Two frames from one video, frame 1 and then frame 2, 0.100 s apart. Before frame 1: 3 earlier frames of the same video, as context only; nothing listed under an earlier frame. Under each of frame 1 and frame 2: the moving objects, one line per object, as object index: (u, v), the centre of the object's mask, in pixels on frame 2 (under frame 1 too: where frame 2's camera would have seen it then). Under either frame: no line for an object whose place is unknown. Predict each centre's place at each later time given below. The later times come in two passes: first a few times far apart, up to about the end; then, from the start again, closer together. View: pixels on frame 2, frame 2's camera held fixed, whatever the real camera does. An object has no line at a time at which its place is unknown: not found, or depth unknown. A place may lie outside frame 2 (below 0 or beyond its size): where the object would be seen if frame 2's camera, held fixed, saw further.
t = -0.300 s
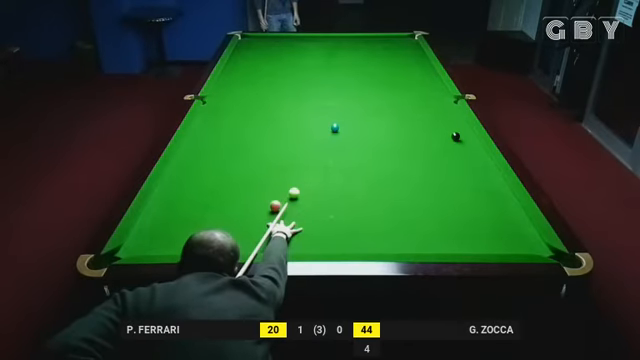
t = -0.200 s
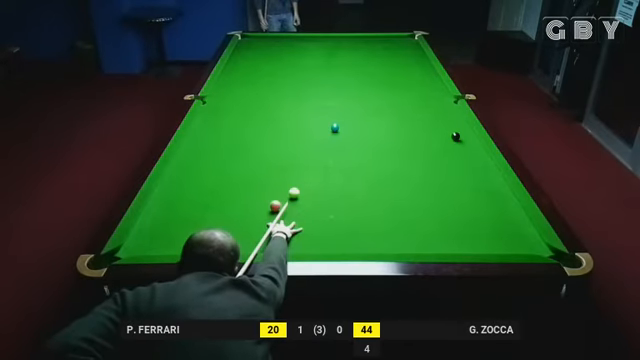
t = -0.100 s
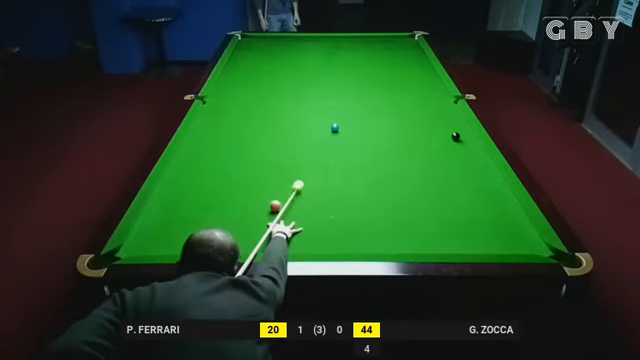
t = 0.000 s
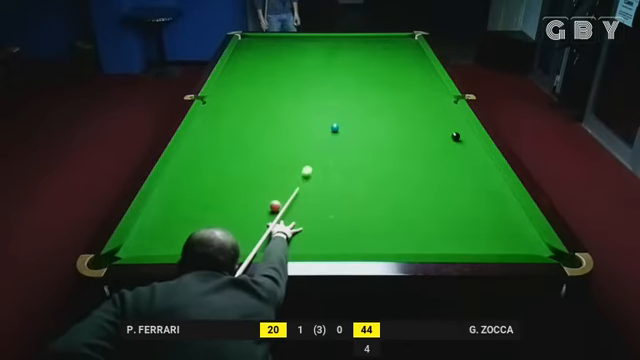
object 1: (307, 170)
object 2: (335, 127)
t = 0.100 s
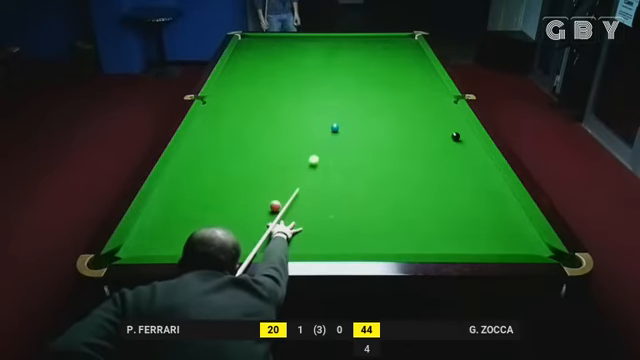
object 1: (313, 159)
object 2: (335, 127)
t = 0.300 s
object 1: (325, 140)
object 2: (335, 127)
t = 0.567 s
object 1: (330, 128)
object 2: (342, 118)
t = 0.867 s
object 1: (329, 122)
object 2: (353, 107)
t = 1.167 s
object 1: (328, 117)
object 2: (362, 96)
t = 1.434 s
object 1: (328, 113)
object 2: (369, 88)
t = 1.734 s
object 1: (327, 110)
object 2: (377, 80)
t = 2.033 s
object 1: (327, 107)
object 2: (384, 72)
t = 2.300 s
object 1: (328, 105)
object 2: (389, 67)
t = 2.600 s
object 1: (328, 102)
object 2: (394, 61)
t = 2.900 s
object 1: (329, 100)
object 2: (398, 57)
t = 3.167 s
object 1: (329, 99)
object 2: (403, 52)
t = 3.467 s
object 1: (330, 99)
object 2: (406, 48)
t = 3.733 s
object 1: (330, 98)
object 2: (409, 45)
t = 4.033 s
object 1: (330, 98)
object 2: (411, 43)
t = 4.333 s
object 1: (330, 98)
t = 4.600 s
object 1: (330, 98)
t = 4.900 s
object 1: (330, 98)
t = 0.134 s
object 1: (316, 155)
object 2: (335, 127)
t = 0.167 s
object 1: (318, 152)
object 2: (335, 127)
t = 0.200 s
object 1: (319, 149)
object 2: (334, 127)
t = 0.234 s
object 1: (322, 146)
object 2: (334, 127)
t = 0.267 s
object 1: (323, 143)
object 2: (335, 127)
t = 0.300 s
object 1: (325, 140)
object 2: (335, 127)
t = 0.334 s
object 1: (327, 137)
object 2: (334, 127)
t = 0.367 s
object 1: (328, 134)
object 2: (335, 127)
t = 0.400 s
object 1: (330, 132)
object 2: (335, 127)
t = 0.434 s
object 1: (331, 130)
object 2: (336, 126)
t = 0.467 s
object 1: (331, 130)
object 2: (338, 124)
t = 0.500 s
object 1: (330, 129)
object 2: (339, 122)
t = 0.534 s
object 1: (330, 129)
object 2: (341, 120)
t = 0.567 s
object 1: (330, 128)
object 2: (342, 118)
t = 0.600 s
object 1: (330, 127)
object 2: (344, 117)
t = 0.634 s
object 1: (330, 127)
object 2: (345, 116)
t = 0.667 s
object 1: (330, 126)
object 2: (346, 115)
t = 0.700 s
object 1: (330, 125)
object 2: (347, 113)
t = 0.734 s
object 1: (330, 125)
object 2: (348, 112)
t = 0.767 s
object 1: (329, 124)
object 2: (349, 111)
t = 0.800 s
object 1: (329, 123)
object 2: (350, 109)
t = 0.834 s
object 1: (329, 123)
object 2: (352, 108)
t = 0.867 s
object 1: (329, 122)
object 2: (353, 107)
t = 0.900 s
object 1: (329, 122)
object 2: (354, 106)
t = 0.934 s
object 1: (329, 121)
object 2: (355, 105)
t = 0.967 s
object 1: (329, 120)
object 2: (356, 103)
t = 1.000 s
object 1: (329, 120)
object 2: (357, 102)
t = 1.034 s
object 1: (329, 119)
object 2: (358, 101)
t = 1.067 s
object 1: (328, 119)
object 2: (359, 100)
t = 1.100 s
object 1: (328, 118)
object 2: (360, 99)
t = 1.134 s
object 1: (328, 118)
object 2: (361, 97)
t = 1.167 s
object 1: (328, 117)
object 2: (362, 96)
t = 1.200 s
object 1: (328, 117)
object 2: (363, 95)
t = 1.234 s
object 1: (328, 117)
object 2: (364, 94)
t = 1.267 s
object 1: (328, 116)
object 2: (365, 93)
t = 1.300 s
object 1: (328, 115)
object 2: (366, 92)
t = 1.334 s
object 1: (328, 115)
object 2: (367, 91)
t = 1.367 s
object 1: (328, 114)
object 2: (368, 90)
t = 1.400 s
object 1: (328, 114)
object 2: (368, 89)
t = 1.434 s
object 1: (328, 113)
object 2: (369, 88)
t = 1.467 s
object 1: (328, 113)
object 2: (370, 87)
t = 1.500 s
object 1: (328, 113)
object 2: (371, 86)
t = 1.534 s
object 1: (328, 112)
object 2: (372, 85)
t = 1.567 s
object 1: (328, 112)
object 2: (373, 84)
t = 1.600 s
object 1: (328, 112)
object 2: (374, 83)
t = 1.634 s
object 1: (328, 111)
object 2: (375, 82)
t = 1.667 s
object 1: (327, 111)
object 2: (375, 81)
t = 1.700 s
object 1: (327, 110)
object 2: (376, 81)
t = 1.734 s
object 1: (327, 110)
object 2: (377, 80)
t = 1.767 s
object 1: (327, 110)
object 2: (378, 79)
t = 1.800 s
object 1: (327, 109)
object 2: (379, 78)
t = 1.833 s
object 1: (327, 109)
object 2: (379, 77)
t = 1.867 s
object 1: (327, 109)
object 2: (380, 76)
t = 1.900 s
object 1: (327, 108)
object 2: (381, 75)
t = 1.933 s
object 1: (327, 108)
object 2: (382, 75)
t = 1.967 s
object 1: (327, 108)
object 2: (382, 74)
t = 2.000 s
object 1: (327, 108)
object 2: (383, 73)
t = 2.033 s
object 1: (327, 107)
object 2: (384, 72)
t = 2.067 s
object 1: (327, 106)
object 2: (384, 72)
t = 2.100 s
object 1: (327, 106)
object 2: (385, 71)
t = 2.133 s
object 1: (327, 106)
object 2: (386, 70)
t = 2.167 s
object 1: (328, 106)
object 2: (386, 69)
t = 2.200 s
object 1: (327, 105)
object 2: (387, 69)
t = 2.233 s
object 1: (327, 105)
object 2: (388, 68)
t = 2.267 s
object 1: (328, 105)
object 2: (388, 67)
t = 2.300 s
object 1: (328, 105)
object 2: (389, 67)
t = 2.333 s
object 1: (328, 104)
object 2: (390, 66)
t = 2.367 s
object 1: (328, 104)
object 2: (390, 65)
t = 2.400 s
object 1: (328, 104)
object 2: (391, 65)
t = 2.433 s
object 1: (328, 103)
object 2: (391, 65)
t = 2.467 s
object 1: (328, 103)
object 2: (392, 64)
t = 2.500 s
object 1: (328, 103)
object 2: (393, 63)
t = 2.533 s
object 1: (328, 103)
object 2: (393, 63)
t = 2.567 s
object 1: (328, 102)
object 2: (394, 62)
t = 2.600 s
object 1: (328, 102)
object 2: (394, 61)
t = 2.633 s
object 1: (328, 102)
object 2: (395, 61)
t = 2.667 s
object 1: (328, 102)
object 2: (395, 60)
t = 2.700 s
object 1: (328, 102)
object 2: (396, 59)
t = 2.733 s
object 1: (328, 101)
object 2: (396, 60)
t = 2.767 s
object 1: (329, 101)
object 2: (397, 58)
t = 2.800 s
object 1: (329, 101)
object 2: (397, 58)
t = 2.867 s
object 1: (329, 101)
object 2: (398, 57)
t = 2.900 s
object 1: (329, 100)
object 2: (398, 57)
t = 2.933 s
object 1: (329, 100)
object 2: (399, 56)
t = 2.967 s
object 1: (329, 100)
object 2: (399, 56)
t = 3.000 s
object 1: (329, 100)
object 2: (400, 55)
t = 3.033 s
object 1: (329, 100)
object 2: (400, 54)
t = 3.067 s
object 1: (329, 100)
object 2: (400, 54)
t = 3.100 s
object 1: (329, 100)
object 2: (402, 53)
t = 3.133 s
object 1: (329, 100)
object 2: (402, 53)
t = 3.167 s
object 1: (329, 99)
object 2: (403, 52)
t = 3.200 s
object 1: (329, 99)
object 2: (403, 52)
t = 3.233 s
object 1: (329, 99)
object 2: (403, 52)
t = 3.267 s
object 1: (329, 99)
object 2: (404, 51)
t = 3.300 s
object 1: (329, 99)
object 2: (404, 50)
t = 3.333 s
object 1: (330, 99)
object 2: (405, 50)
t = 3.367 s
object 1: (329, 99)
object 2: (405, 50)
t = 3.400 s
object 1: (330, 99)
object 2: (405, 49)
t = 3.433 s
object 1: (330, 99)
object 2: (405, 49)
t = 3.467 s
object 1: (330, 99)
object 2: (406, 48)
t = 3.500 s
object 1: (330, 98)
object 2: (406, 48)
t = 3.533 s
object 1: (330, 98)
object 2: (406, 47)
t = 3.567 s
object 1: (330, 98)
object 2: (407, 47)
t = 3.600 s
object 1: (330, 98)
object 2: (407, 46)
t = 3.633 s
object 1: (330, 98)
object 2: (407, 46)
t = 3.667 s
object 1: (330, 98)
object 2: (408, 46)
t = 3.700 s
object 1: (330, 98)
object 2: (408, 46)
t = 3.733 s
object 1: (330, 98)
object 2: (409, 45)
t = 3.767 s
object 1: (330, 98)
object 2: (409, 45)
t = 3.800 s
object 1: (330, 98)
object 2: (409, 45)
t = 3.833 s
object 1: (330, 98)
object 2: (410, 44)
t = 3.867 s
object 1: (330, 98)
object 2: (410, 44)
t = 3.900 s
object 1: (330, 98)
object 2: (410, 44)
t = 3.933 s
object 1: (330, 98)
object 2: (411, 43)
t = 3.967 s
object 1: (330, 98)
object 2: (411, 43)
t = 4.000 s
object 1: (330, 98)
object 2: (411, 43)
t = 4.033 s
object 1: (330, 98)
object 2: (411, 43)
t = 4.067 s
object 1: (330, 98)
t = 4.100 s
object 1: (330, 98)
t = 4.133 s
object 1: (330, 98)
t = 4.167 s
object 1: (330, 98)
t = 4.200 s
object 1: (330, 98)
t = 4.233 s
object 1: (330, 98)
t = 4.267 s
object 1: (330, 98)
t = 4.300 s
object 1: (330, 98)
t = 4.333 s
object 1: (330, 98)
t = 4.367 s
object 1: (330, 98)
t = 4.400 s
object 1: (330, 98)
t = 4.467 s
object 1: (330, 98)
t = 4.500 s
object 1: (330, 98)
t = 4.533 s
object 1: (330, 98)
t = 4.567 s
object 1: (330, 98)
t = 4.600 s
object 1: (330, 98)
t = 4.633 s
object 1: (330, 98)
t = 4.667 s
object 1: (330, 98)
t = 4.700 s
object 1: (330, 98)
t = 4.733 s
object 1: (330, 98)
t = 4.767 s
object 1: (330, 98)
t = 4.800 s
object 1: (330, 98)
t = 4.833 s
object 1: (330, 98)
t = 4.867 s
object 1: (330, 98)
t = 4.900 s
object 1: (330, 98)
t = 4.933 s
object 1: (330, 98)
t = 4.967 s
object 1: (330, 98)
